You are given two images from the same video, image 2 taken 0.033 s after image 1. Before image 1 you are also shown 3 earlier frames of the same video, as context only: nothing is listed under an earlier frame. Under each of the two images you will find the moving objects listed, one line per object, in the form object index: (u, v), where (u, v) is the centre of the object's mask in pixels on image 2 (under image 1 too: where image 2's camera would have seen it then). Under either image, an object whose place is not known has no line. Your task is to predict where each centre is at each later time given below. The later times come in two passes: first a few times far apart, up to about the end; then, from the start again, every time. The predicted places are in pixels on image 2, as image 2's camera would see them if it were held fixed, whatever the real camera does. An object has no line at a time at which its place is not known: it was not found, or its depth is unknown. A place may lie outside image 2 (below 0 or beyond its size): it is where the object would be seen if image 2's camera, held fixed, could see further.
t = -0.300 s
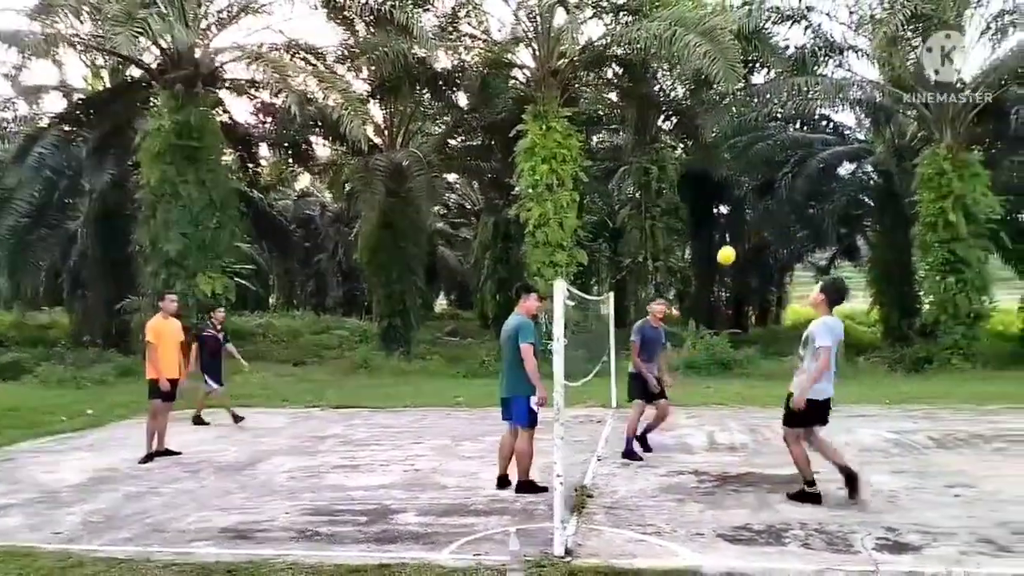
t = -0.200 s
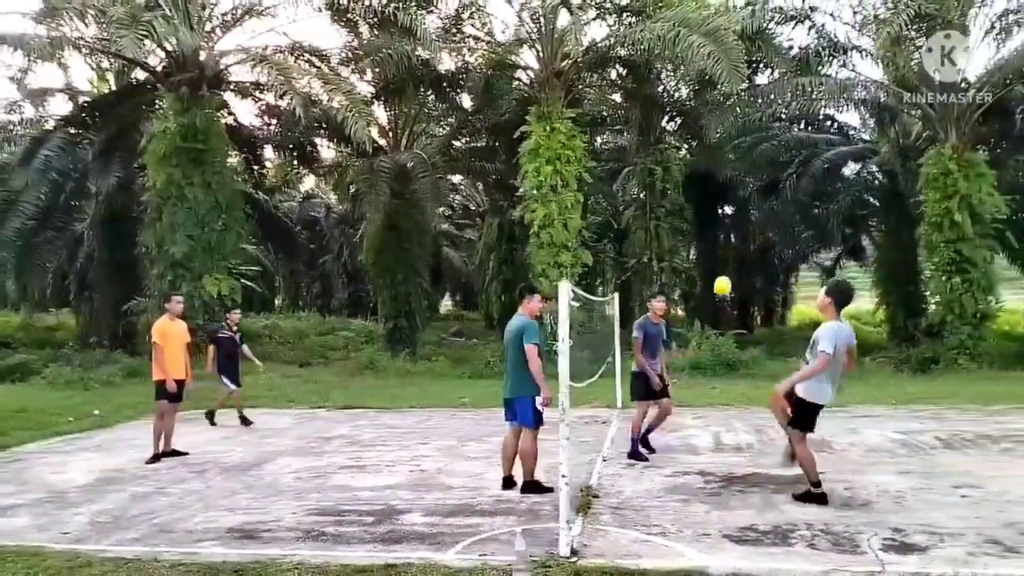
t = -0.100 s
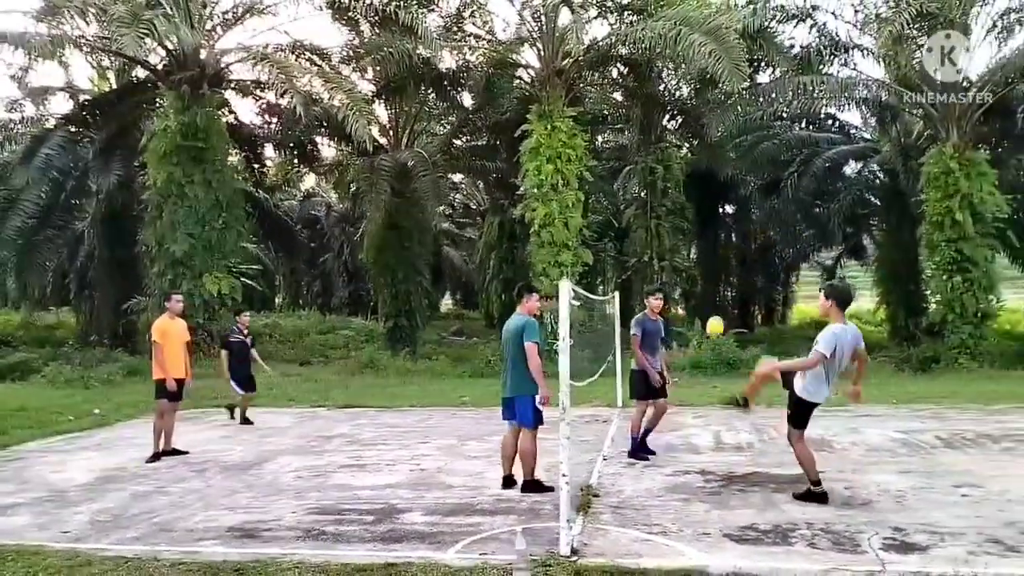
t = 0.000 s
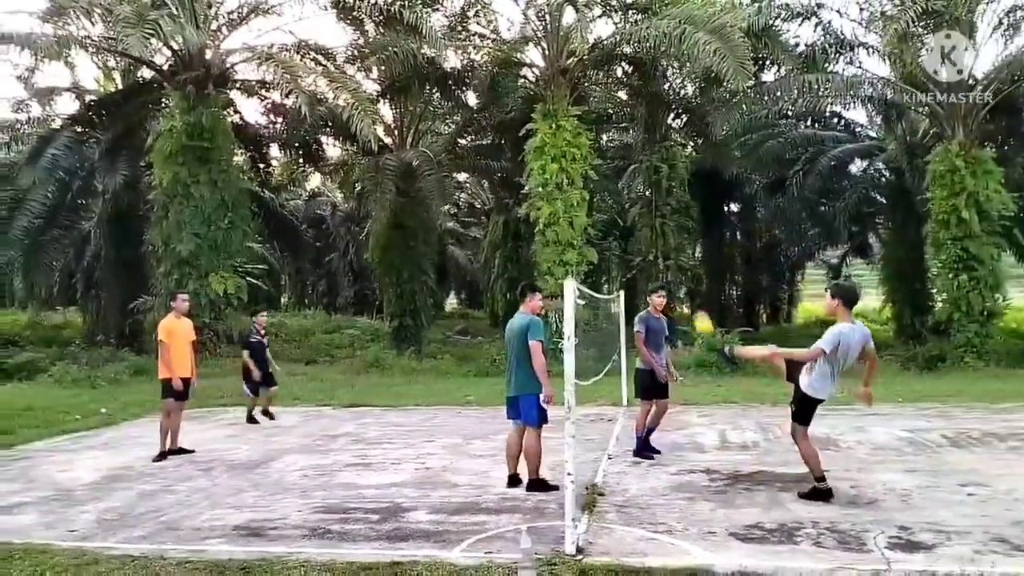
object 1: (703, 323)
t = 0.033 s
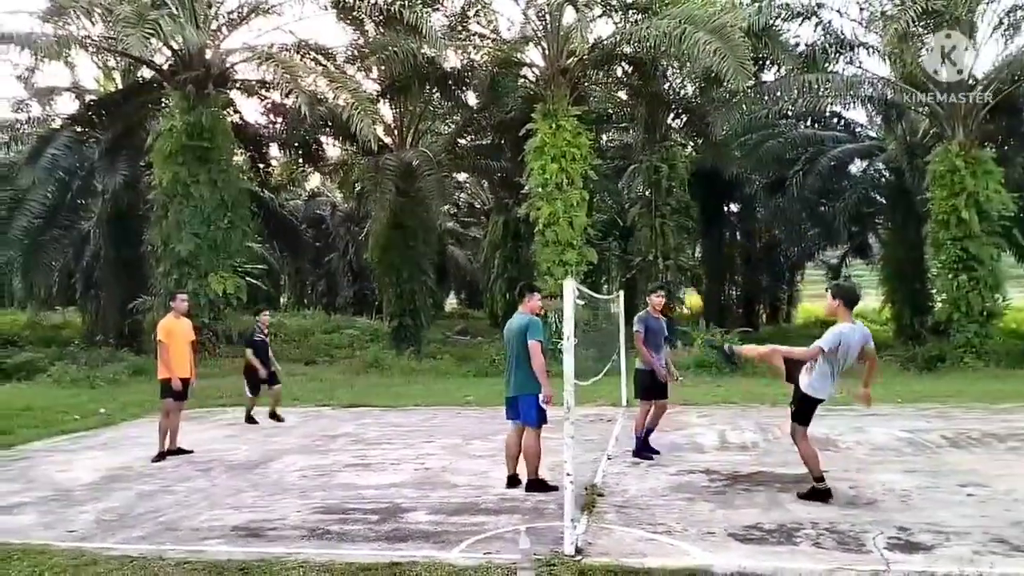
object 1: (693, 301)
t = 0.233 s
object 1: (633, 183)
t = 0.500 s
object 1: (557, 97)
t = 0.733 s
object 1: (491, 89)
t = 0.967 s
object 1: (429, 145)
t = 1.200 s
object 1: (370, 265)
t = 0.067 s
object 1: (682, 278)
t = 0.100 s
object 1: (672, 255)
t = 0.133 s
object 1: (662, 235)
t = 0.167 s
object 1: (652, 216)
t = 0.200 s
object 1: (642, 199)
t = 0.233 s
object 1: (633, 183)
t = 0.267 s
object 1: (623, 167)
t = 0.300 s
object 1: (614, 154)
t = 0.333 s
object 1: (603, 140)
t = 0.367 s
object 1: (594, 129)
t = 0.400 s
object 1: (585, 120)
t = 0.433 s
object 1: (575, 110)
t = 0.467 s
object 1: (566, 103)
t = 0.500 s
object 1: (557, 97)
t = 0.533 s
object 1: (547, 92)
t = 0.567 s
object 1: (537, 88)
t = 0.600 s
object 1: (528, 86)
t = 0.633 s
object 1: (519, 85)
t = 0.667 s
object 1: (510, 85)
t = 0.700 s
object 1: (500, 86)
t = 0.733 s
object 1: (491, 89)
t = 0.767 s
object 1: (483, 93)
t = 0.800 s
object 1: (474, 99)
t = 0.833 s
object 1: (467, 103)
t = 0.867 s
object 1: (456, 113)
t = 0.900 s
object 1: (448, 121)
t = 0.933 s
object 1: (438, 132)
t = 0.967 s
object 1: (429, 145)
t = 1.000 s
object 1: (421, 158)
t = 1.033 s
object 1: (412, 173)
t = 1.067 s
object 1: (404, 189)
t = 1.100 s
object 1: (395, 206)
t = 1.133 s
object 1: (387, 224)
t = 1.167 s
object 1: (378, 244)
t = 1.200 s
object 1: (370, 265)
